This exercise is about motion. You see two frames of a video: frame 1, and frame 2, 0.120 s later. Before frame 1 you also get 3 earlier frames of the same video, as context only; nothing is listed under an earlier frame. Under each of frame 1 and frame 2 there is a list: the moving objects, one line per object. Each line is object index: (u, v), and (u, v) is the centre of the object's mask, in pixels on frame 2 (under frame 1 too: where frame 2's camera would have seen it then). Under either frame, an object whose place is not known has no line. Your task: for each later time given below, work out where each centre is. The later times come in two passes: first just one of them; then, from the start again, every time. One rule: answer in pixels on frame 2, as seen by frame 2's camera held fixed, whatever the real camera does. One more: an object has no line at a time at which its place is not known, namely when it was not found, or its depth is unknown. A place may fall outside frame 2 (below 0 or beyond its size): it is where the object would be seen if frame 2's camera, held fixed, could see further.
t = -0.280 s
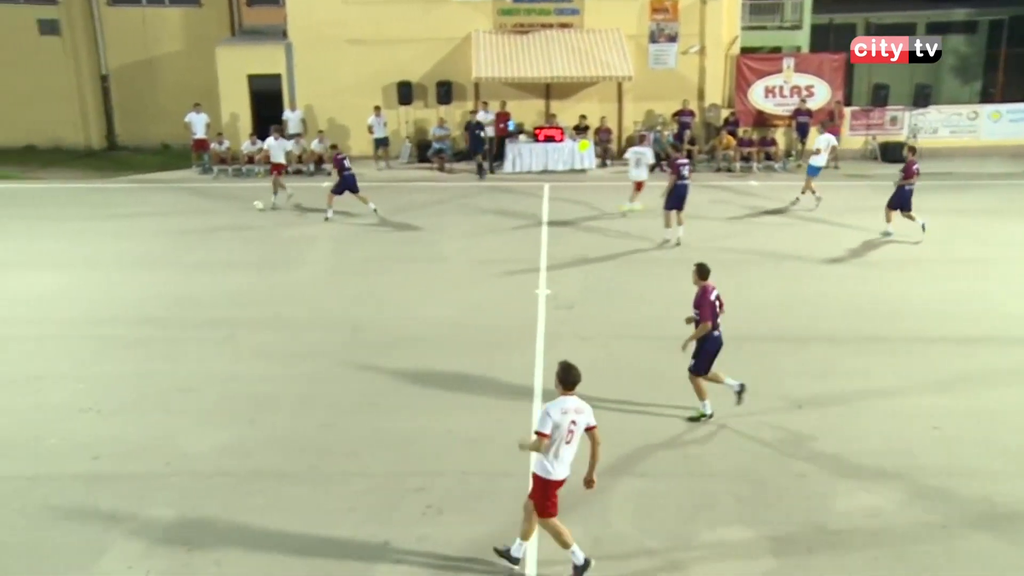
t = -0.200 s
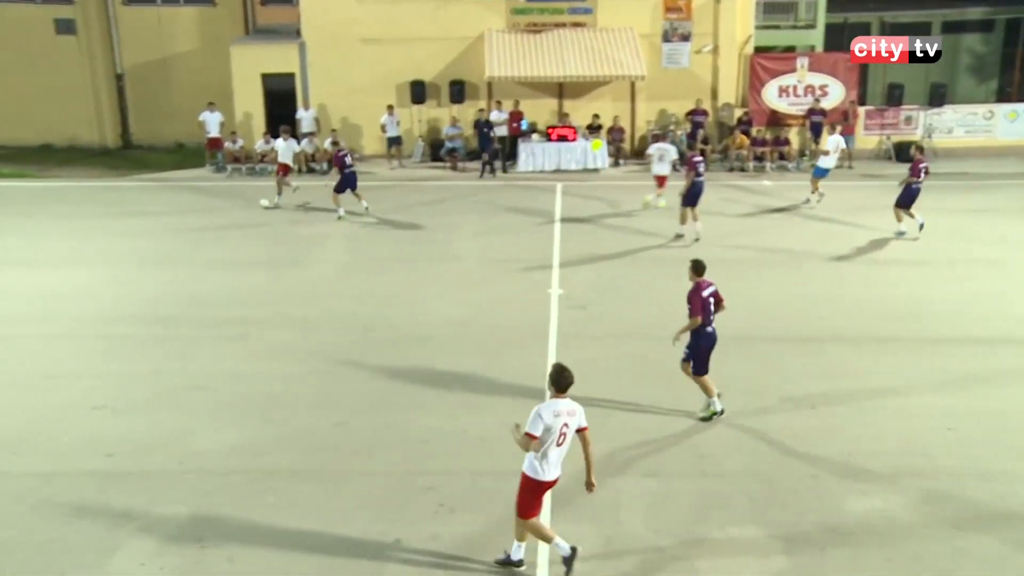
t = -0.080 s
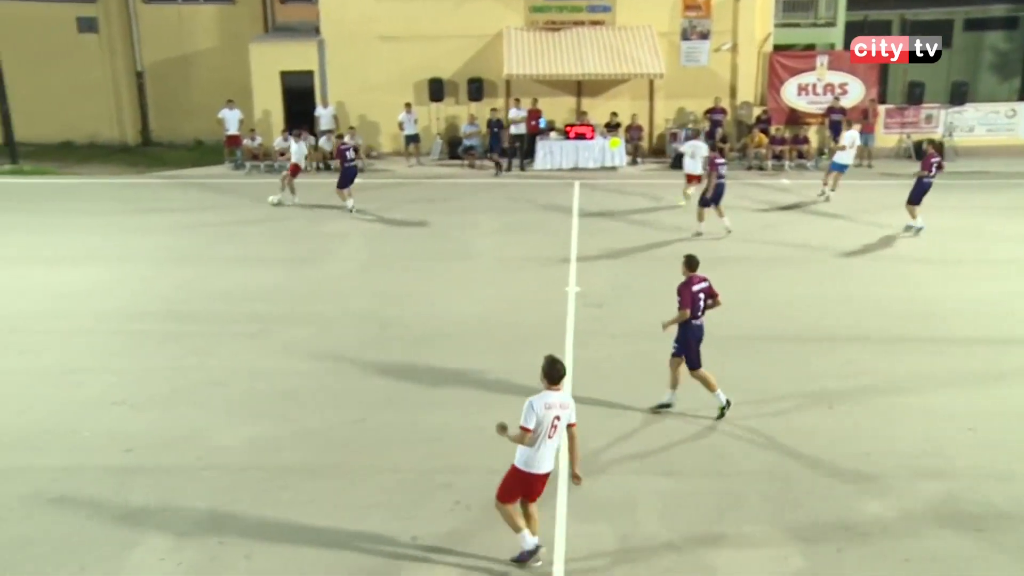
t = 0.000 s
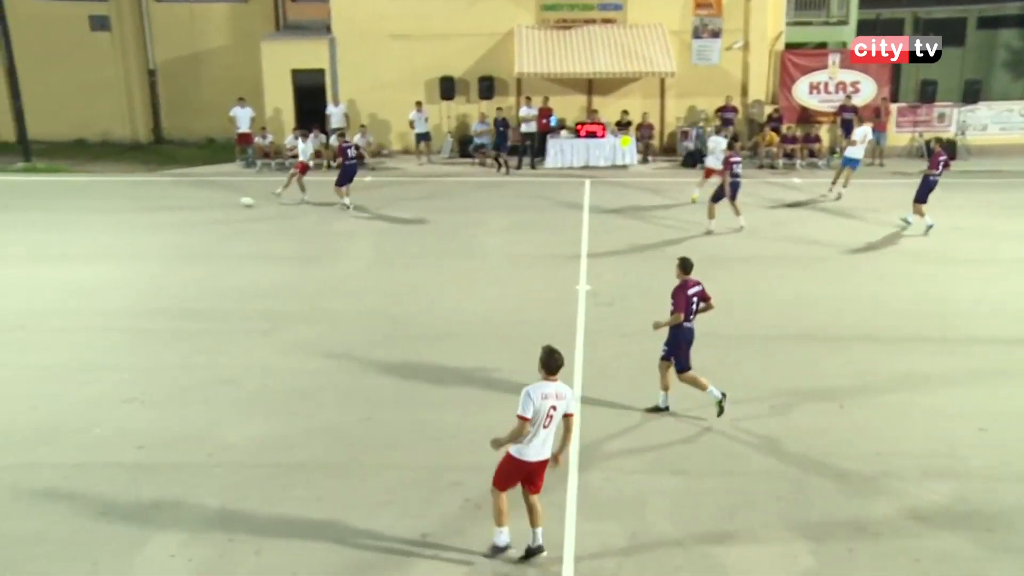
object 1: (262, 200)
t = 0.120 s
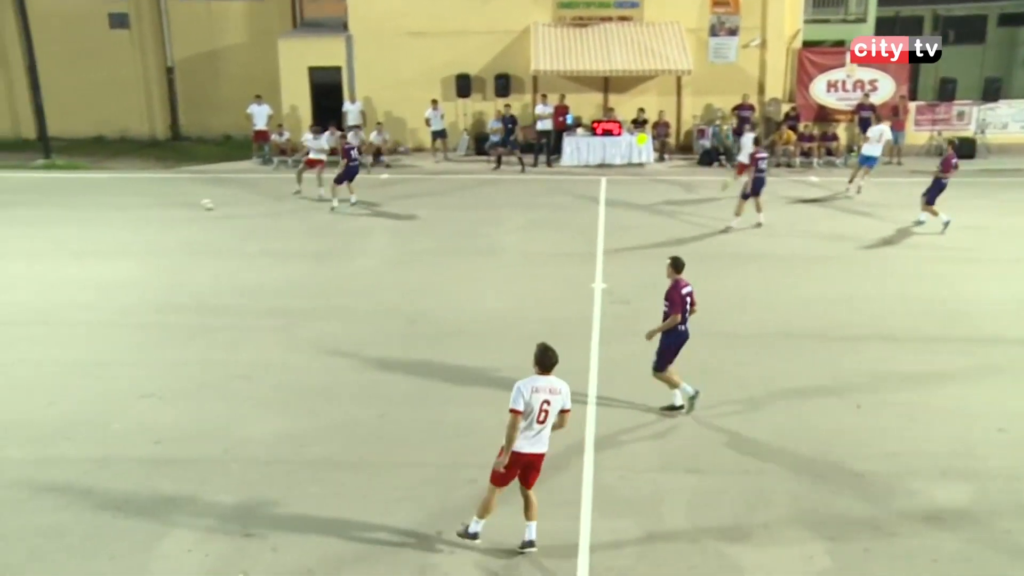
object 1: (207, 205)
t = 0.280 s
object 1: (141, 211)
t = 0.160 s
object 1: (190, 206)
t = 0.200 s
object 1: (173, 208)
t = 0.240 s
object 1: (157, 210)
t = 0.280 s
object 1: (141, 211)
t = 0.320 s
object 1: (126, 211)
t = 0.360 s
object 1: (111, 213)
